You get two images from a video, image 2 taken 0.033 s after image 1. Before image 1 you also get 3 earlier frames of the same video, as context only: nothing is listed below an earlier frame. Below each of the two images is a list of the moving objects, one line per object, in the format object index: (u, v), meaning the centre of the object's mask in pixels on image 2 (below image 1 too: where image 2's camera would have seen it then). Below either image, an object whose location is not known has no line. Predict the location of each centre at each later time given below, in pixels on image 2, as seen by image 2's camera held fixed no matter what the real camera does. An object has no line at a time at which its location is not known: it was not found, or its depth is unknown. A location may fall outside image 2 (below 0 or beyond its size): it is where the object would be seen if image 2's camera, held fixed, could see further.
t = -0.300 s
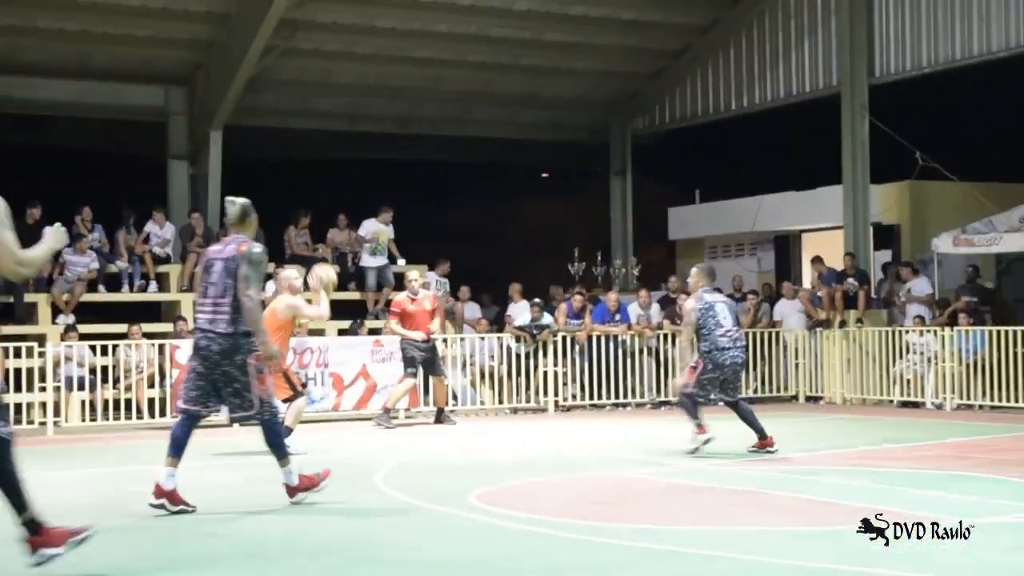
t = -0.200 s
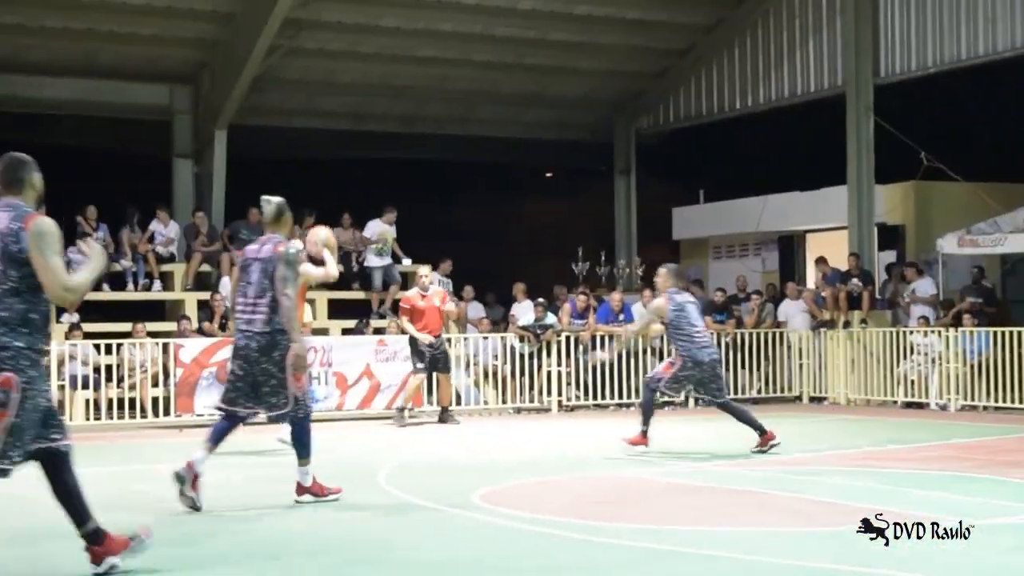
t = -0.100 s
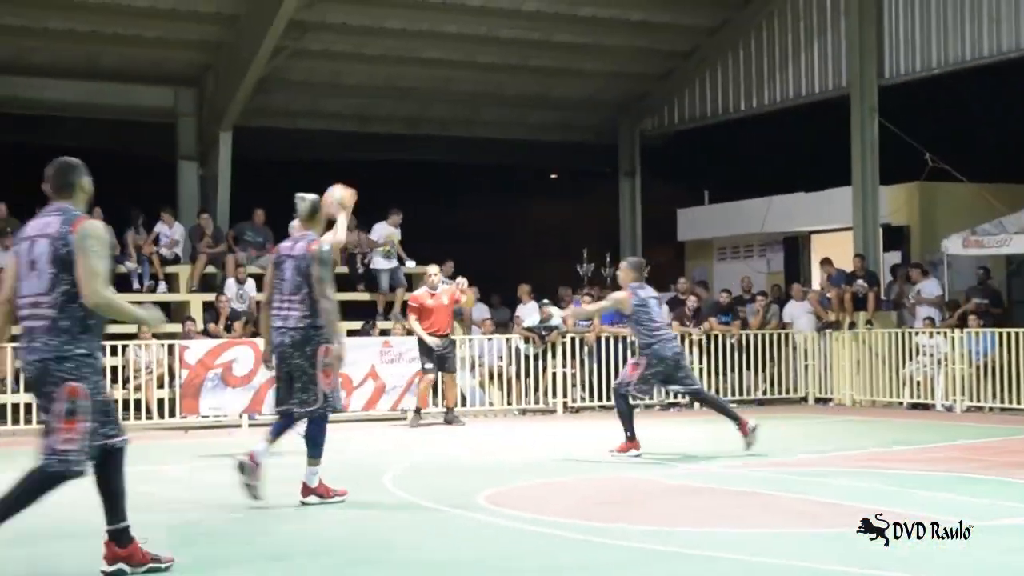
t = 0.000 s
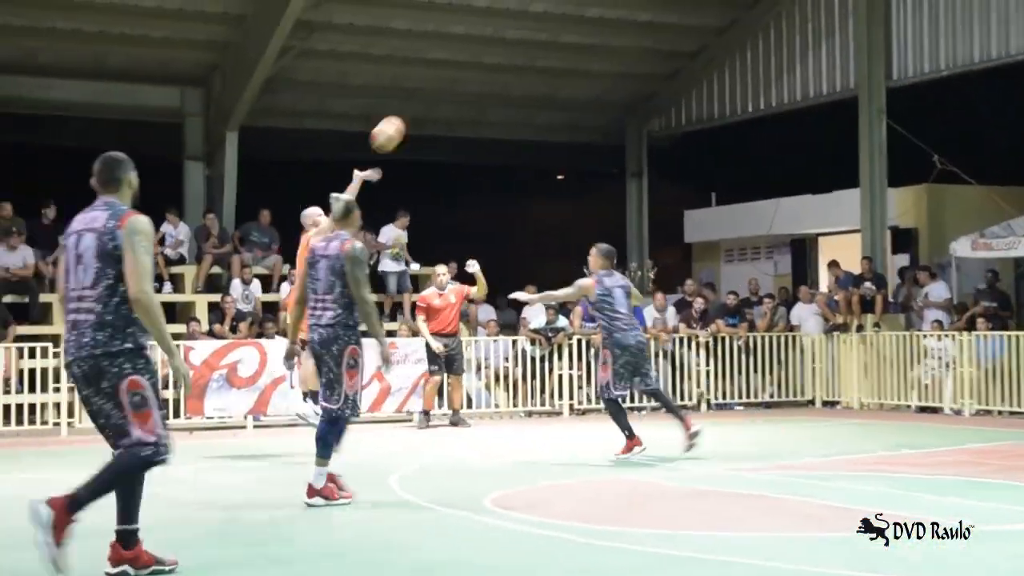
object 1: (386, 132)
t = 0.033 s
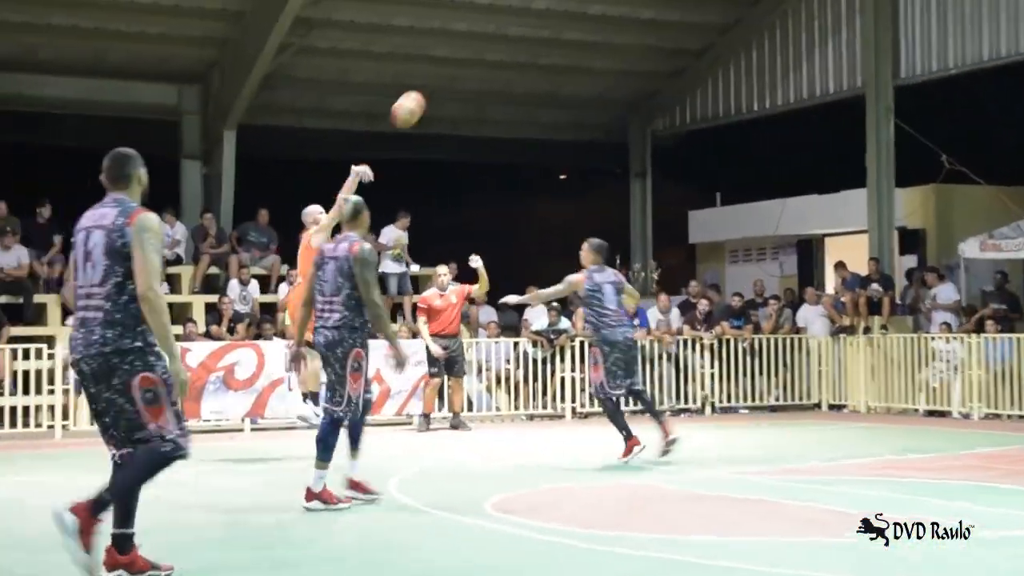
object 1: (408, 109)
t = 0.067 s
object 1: (429, 85)
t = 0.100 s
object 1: (451, 64)
